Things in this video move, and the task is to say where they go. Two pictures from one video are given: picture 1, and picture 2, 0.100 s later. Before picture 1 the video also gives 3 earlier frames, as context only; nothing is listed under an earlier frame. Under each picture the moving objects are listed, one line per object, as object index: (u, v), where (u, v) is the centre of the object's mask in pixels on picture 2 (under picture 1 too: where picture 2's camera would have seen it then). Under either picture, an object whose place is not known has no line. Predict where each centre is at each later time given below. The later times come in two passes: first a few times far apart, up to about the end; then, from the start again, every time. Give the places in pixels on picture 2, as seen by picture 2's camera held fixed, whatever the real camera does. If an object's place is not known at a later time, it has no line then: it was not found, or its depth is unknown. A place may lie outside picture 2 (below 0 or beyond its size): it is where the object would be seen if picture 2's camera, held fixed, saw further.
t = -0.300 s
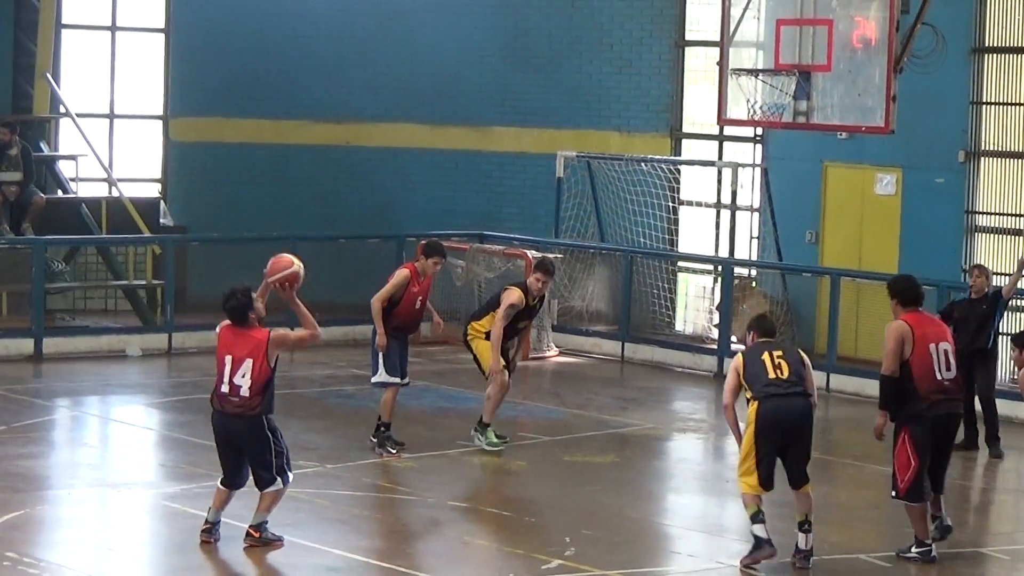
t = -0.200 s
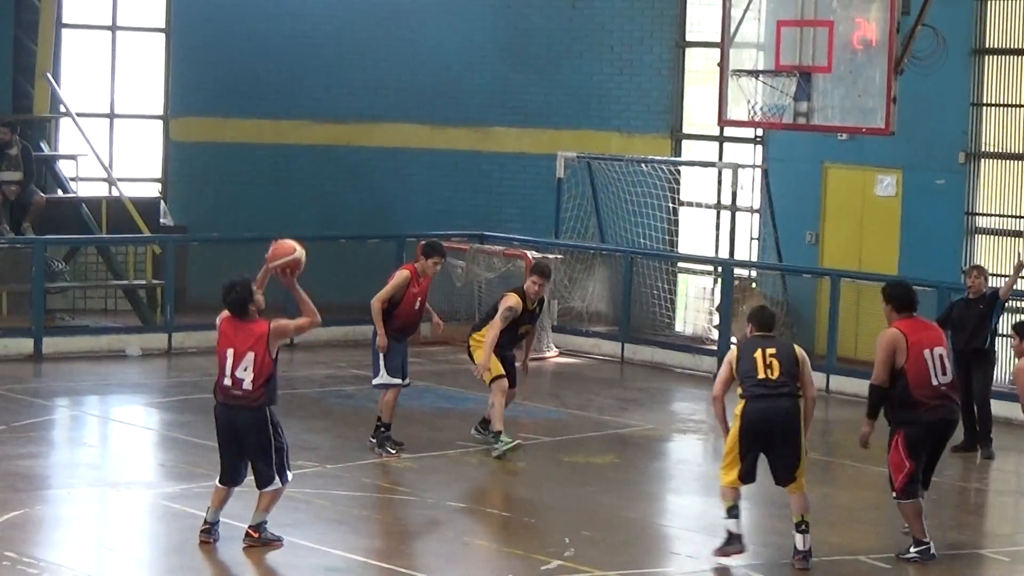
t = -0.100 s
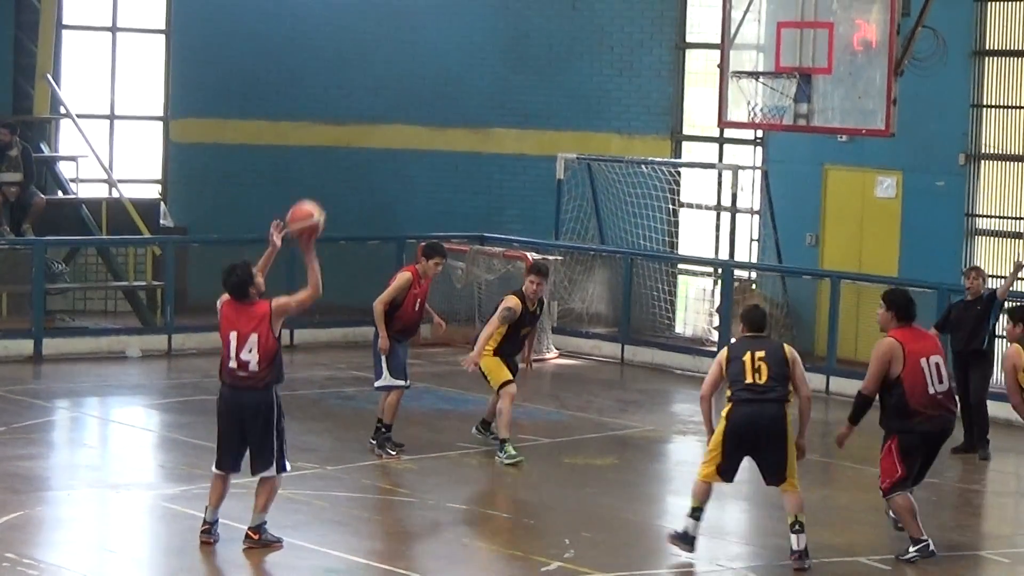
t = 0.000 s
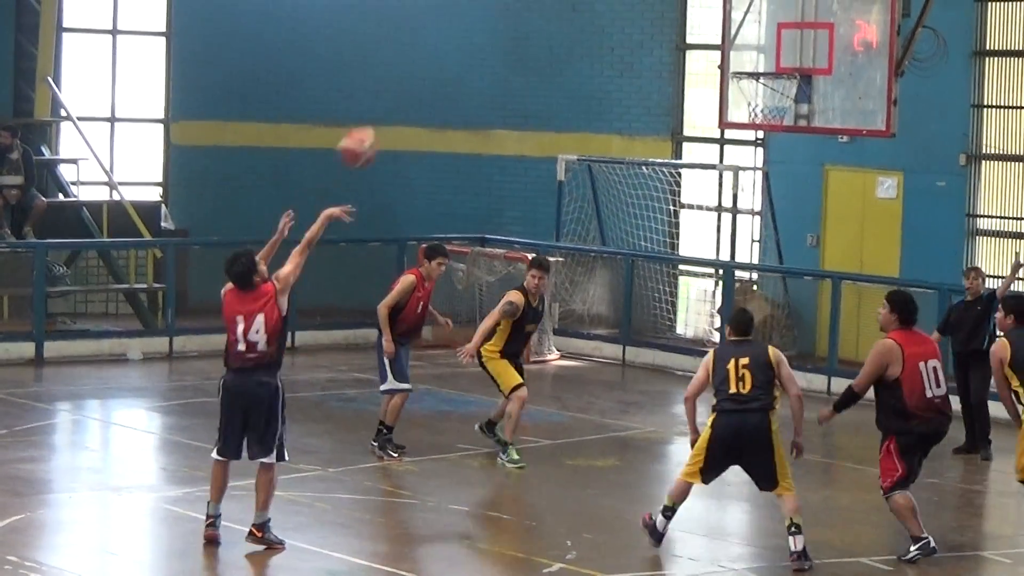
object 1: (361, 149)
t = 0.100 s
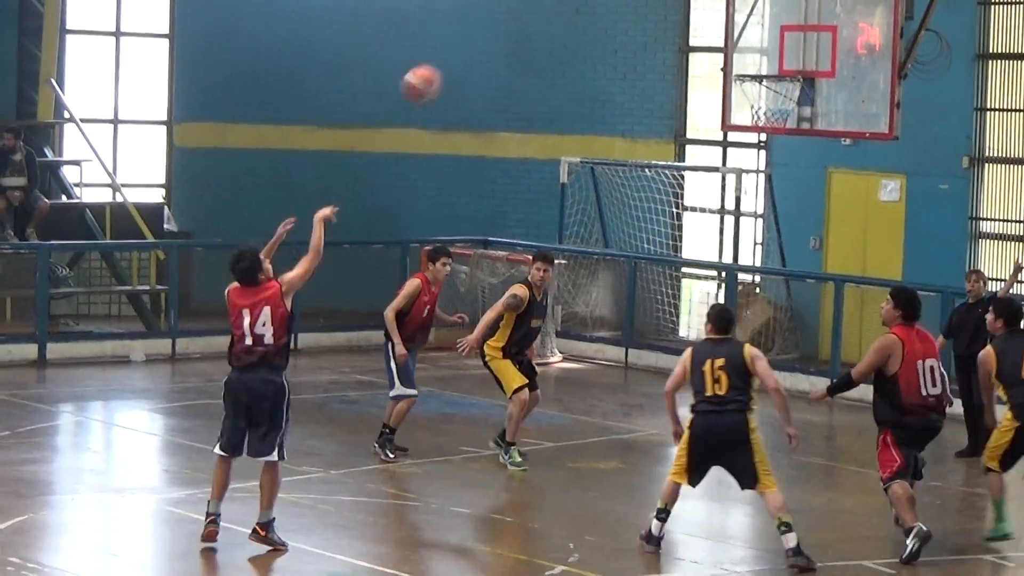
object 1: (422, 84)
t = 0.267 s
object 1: (516, 12)
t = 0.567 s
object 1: (667, -12)
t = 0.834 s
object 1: (783, 68)
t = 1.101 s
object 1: (810, 54)
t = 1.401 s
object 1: (895, 133)
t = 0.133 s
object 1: (441, 65)
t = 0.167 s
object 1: (460, 50)
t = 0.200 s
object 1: (479, 35)
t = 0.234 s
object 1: (498, 23)
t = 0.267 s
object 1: (516, 12)
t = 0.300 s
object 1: (533, 3)
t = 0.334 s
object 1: (551, -4)
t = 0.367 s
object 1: (569, -9)
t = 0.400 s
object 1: (585, -14)
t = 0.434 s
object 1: (602, -17)
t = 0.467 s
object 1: (618, -18)
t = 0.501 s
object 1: (636, -17)
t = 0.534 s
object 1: (652, -16)
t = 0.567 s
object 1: (667, -12)
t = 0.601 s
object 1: (682, -6)
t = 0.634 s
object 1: (698, 1)
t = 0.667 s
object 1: (715, 9)
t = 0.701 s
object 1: (730, 19)
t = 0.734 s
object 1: (743, 31)
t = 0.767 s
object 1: (758, 43)
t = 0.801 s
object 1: (773, 57)
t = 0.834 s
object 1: (783, 68)
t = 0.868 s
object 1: (765, 70)
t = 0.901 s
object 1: (754, 70)
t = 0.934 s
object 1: (764, 62)
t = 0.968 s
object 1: (773, 59)
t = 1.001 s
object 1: (782, 56)
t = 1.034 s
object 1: (791, 54)
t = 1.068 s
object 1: (801, 53)
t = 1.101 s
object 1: (810, 54)
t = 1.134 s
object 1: (820, 56)
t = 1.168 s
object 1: (829, 60)
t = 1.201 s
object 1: (839, 65)
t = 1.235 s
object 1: (847, 73)
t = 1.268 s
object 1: (856, 81)
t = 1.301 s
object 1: (866, 92)
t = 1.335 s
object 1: (876, 104)
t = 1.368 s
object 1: (886, 119)
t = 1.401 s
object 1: (895, 133)
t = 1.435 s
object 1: (904, 150)
